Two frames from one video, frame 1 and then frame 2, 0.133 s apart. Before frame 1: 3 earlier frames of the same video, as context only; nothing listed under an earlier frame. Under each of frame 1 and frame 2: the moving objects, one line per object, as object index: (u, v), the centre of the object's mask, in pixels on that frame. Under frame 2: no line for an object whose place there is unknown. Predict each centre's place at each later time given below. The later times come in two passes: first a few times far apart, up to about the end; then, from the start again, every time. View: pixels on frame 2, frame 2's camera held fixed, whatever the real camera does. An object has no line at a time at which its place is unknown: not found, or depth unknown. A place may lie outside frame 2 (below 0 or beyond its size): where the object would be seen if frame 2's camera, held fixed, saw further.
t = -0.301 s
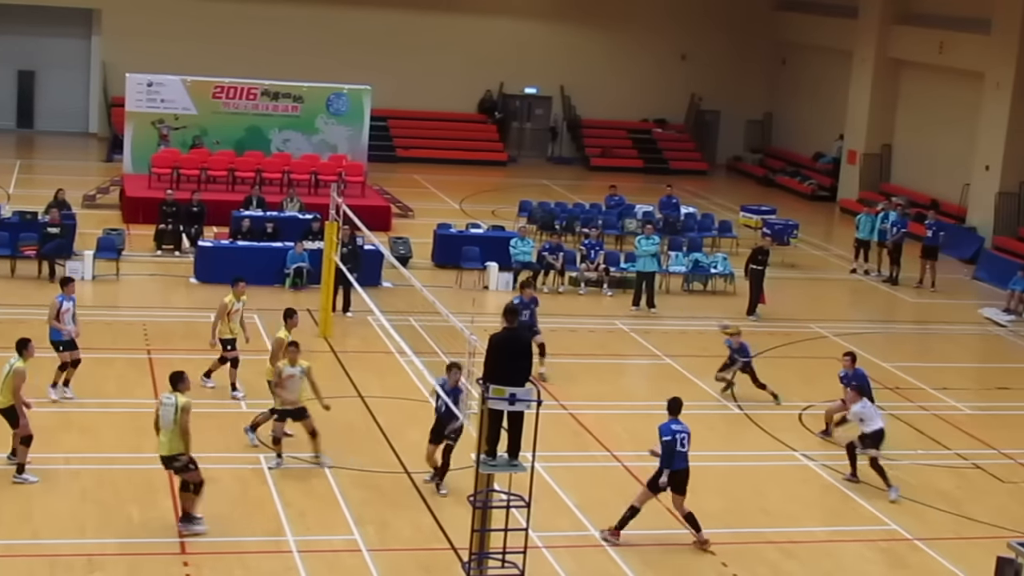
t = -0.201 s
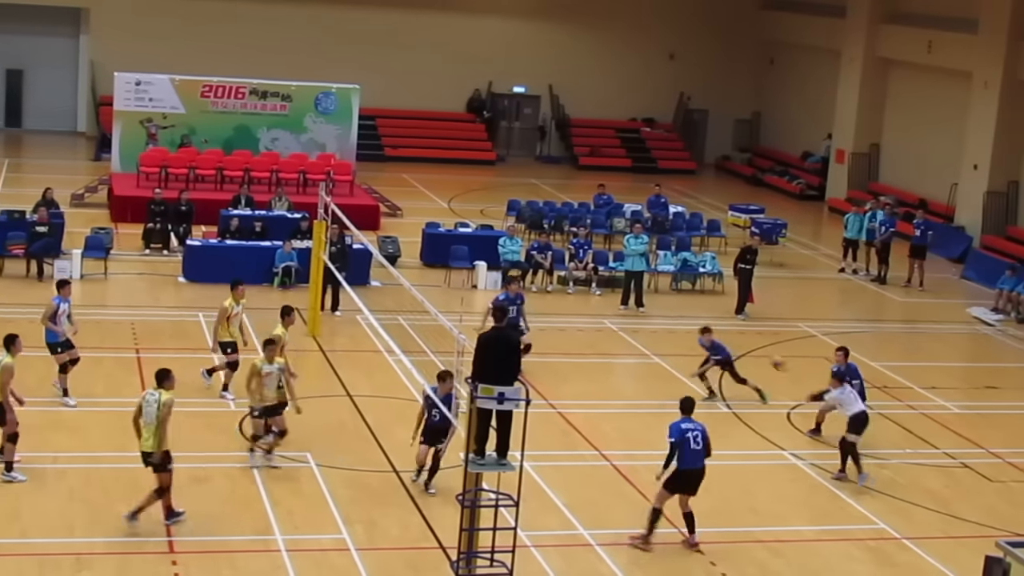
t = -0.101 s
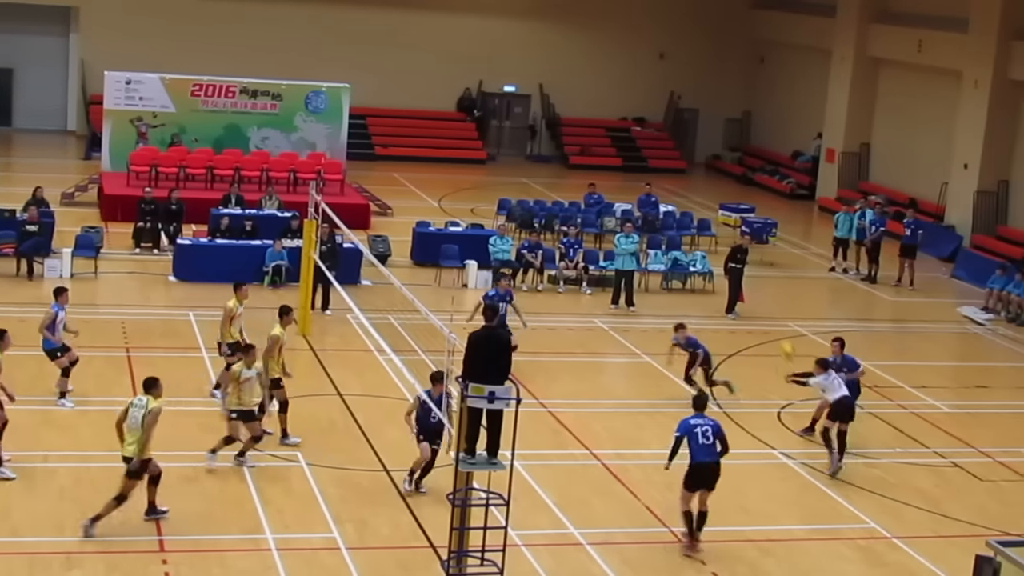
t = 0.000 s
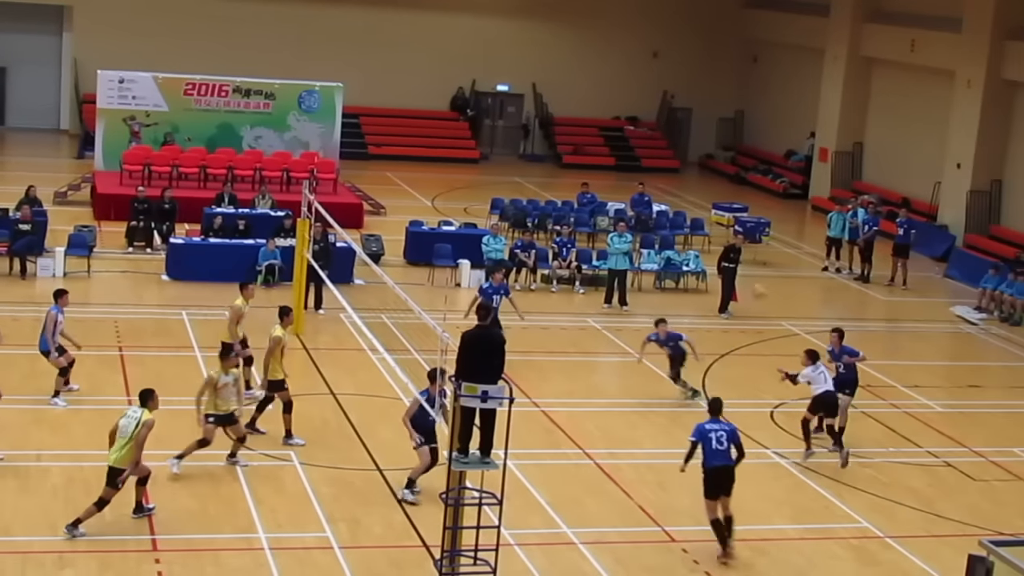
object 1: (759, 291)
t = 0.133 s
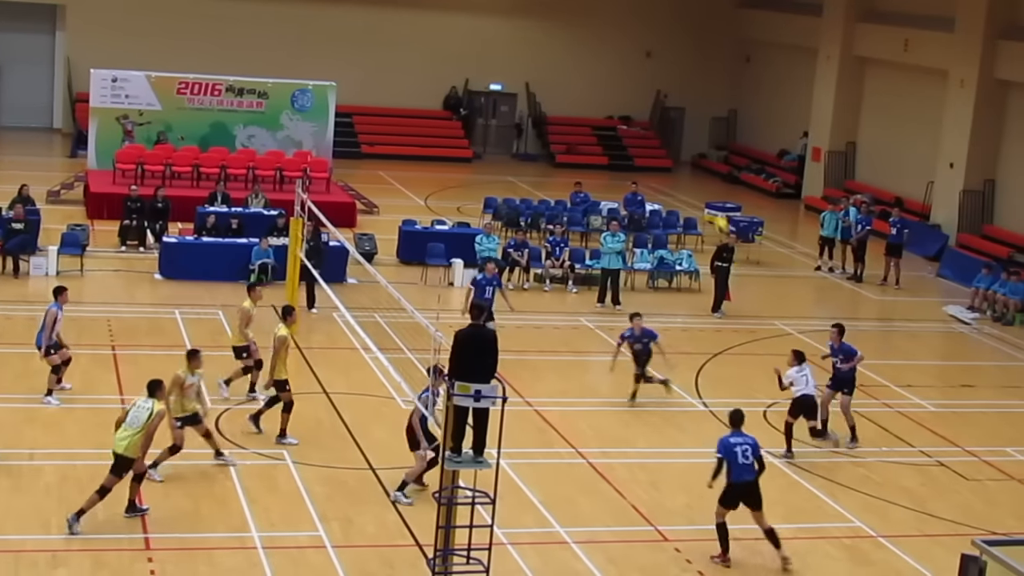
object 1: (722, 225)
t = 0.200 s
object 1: (705, 196)
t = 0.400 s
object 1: (657, 132)
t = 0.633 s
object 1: (603, 91)
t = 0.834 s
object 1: (558, 85)
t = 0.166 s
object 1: (714, 214)
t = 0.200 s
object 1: (705, 196)
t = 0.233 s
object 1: (697, 184)
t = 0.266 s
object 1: (688, 172)
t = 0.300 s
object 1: (680, 161)
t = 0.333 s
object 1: (672, 150)
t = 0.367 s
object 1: (665, 141)
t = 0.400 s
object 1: (657, 132)
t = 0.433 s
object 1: (648, 124)
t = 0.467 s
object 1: (640, 116)
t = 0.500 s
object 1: (633, 109)
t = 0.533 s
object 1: (624, 101)
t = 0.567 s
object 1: (618, 97)
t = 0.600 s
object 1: (611, 93)
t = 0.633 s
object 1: (603, 91)
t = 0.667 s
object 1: (595, 87)
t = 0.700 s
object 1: (587, 85)
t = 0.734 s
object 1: (580, 84)
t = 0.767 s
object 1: (573, 83)
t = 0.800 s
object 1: (565, 84)
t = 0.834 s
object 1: (558, 85)
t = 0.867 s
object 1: (550, 86)
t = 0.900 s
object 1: (541, 89)
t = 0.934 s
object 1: (535, 92)
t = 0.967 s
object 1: (527, 97)
